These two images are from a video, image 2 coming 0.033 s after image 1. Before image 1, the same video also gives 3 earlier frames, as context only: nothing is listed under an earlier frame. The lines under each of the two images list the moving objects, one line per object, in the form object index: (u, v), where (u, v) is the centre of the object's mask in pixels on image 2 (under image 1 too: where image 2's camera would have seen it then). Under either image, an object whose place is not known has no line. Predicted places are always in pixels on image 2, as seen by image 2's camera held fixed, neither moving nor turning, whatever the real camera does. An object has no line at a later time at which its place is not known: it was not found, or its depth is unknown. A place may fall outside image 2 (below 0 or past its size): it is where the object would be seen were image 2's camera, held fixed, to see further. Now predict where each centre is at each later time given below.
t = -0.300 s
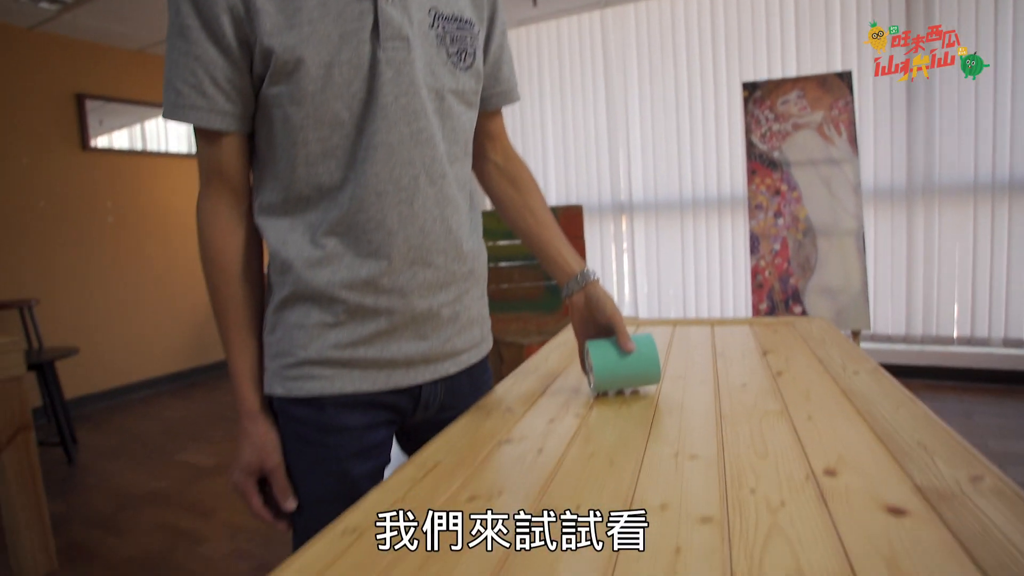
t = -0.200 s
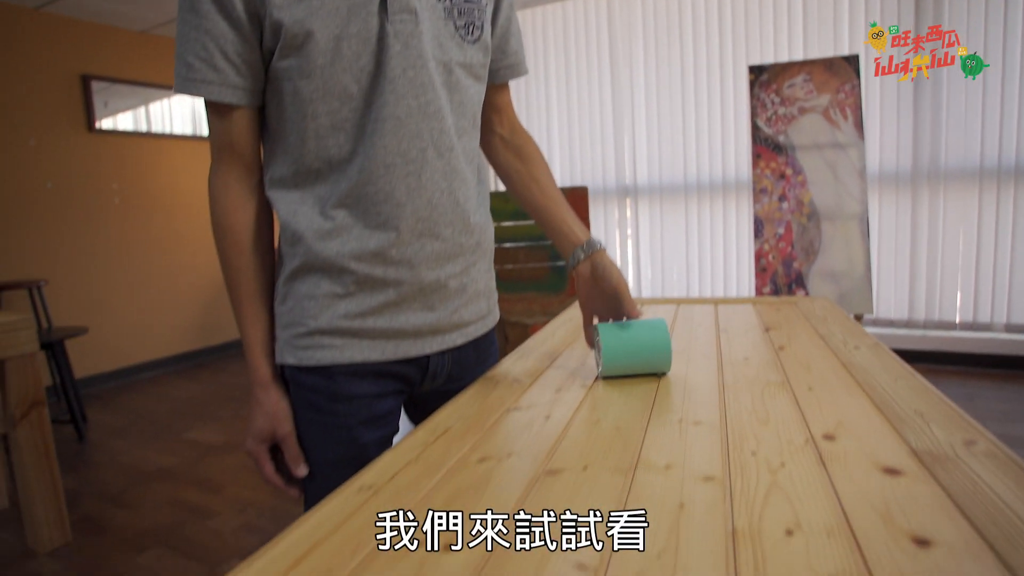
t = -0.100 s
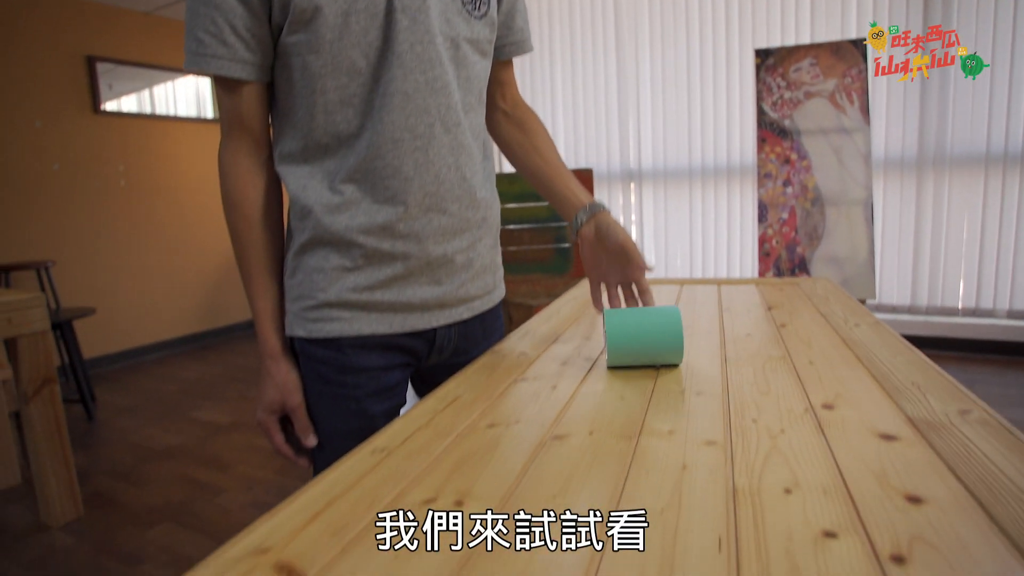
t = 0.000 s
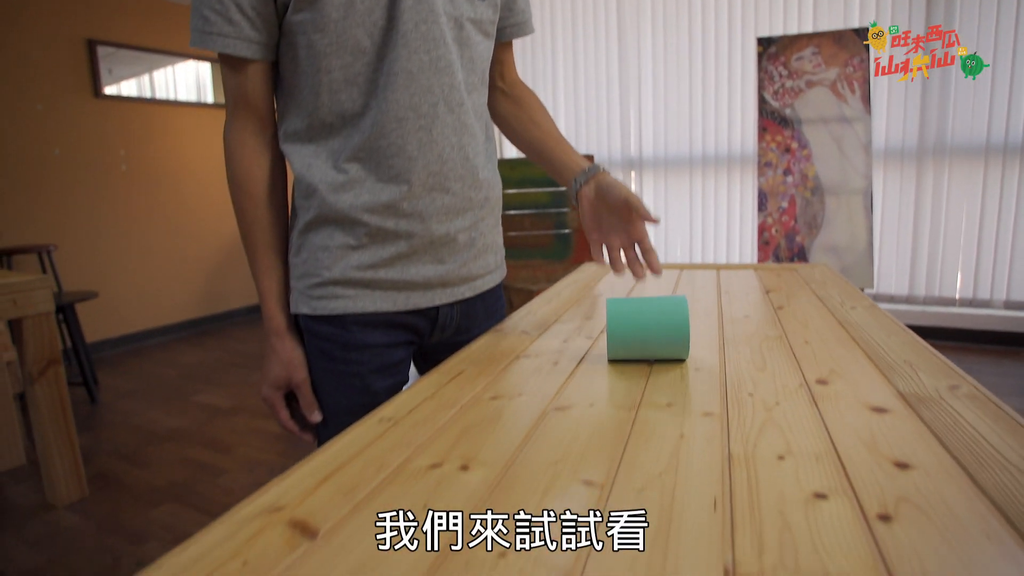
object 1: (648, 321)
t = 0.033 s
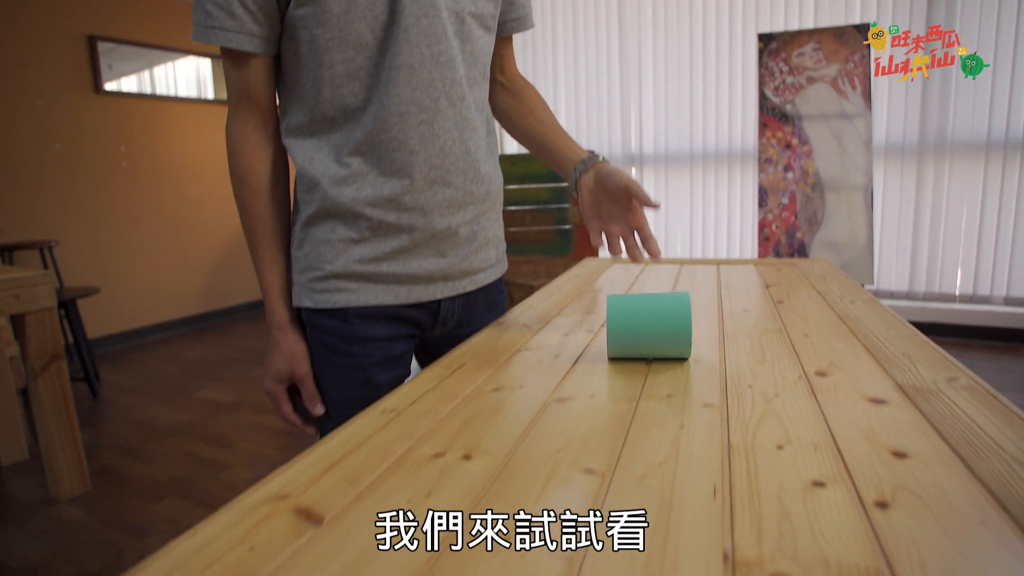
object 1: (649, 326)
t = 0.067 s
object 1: (650, 331)
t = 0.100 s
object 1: (650, 337)
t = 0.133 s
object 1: (651, 342)
